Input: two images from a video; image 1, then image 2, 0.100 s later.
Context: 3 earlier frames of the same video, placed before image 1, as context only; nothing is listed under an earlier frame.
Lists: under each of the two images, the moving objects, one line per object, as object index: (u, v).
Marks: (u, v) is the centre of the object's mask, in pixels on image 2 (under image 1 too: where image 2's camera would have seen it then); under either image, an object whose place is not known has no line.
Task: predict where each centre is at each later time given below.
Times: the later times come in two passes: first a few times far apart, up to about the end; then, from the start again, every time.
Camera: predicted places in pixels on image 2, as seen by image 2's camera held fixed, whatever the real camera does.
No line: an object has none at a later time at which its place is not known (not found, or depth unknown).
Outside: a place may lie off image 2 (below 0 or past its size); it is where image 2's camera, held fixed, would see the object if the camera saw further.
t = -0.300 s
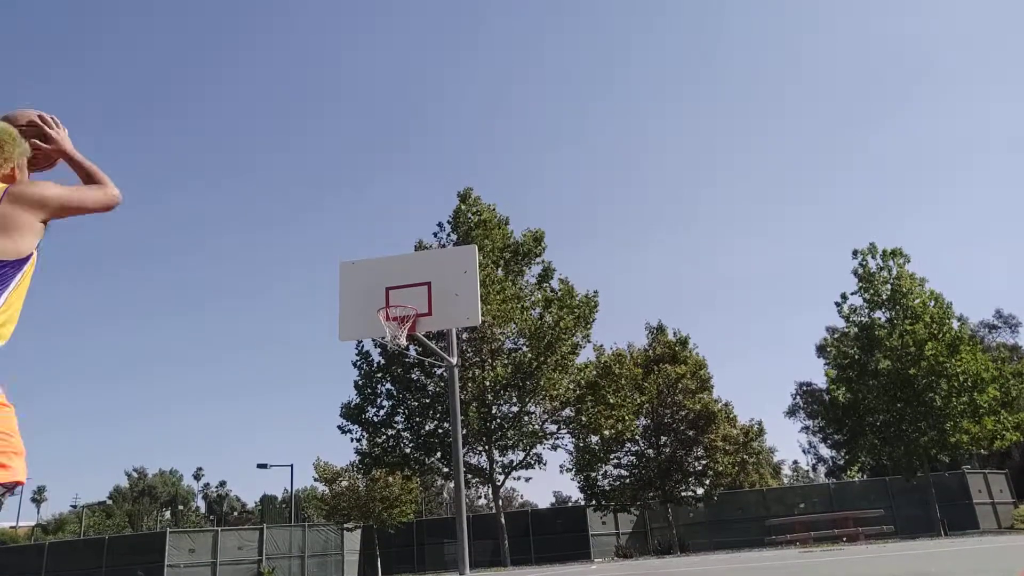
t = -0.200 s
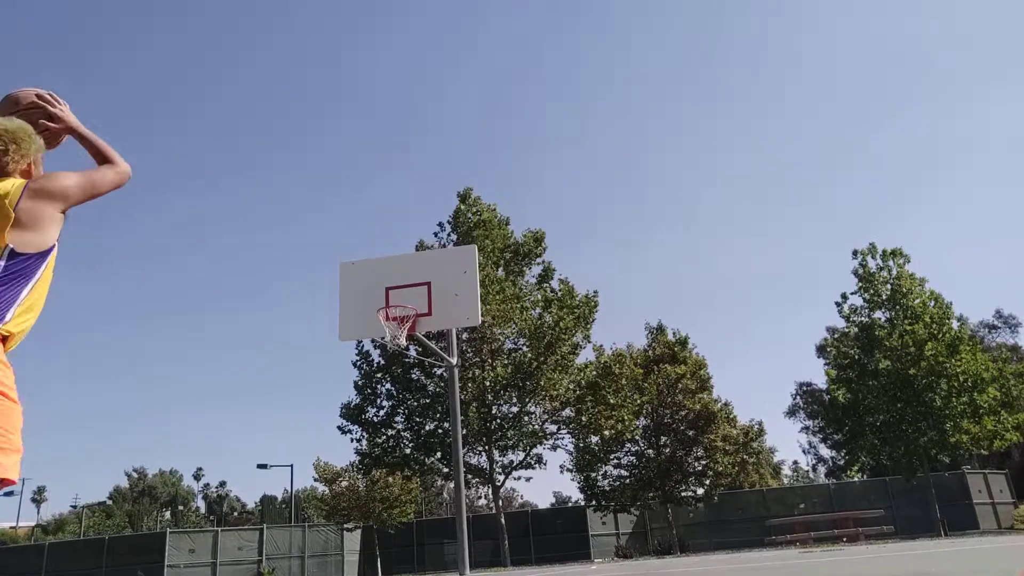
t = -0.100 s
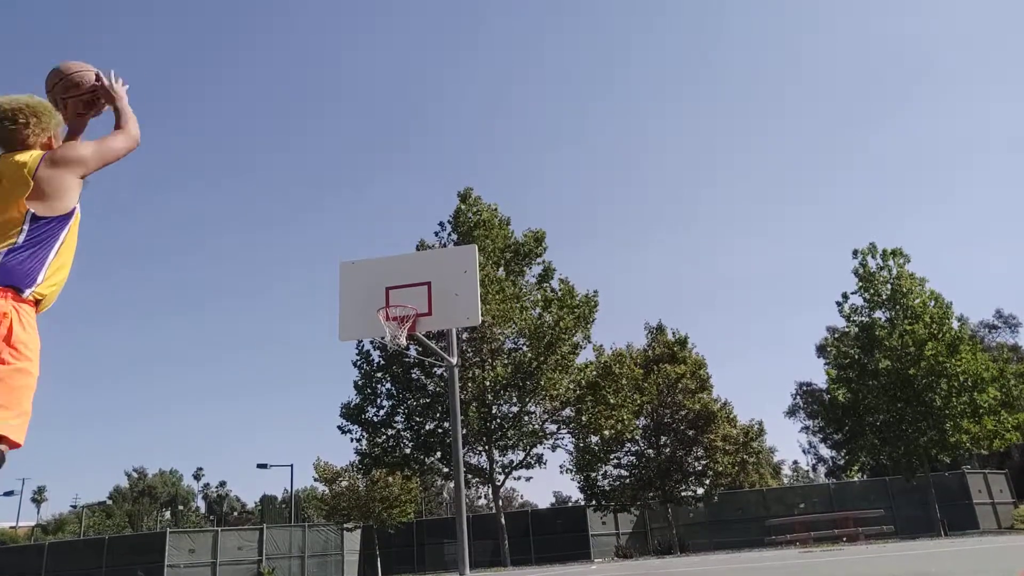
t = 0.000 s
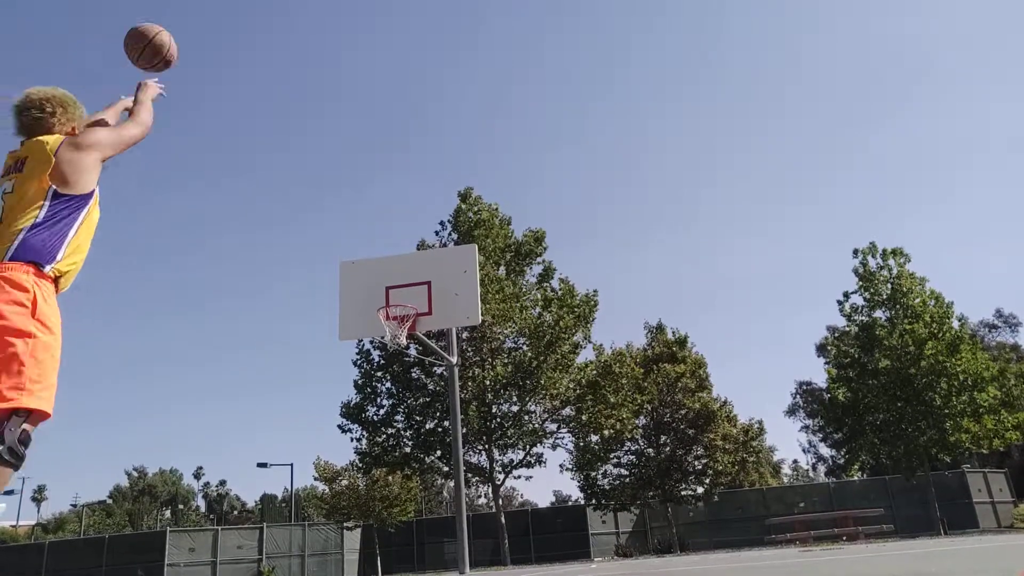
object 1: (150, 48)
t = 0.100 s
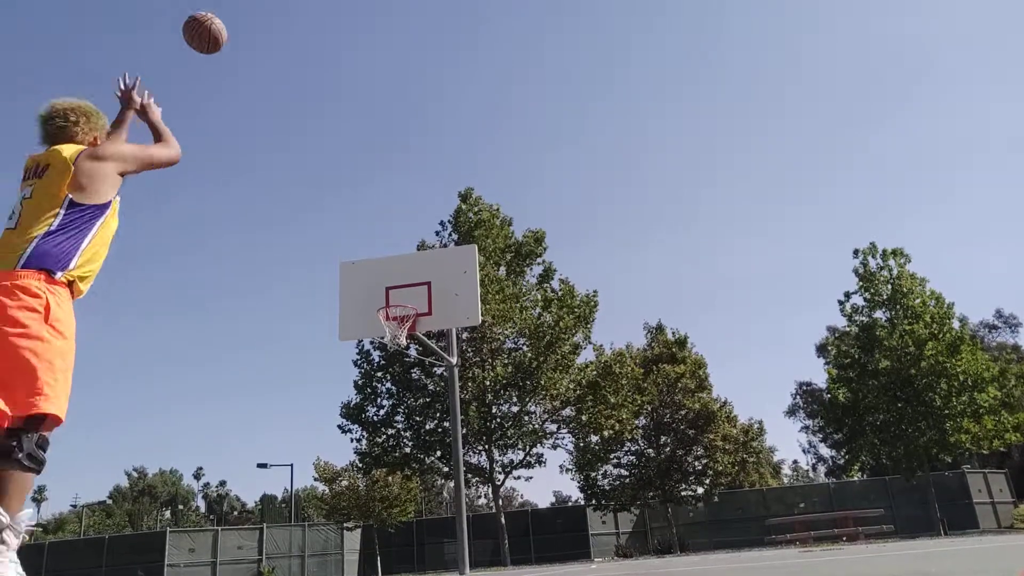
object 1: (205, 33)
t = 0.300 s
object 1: (276, 43)
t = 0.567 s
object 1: (332, 102)
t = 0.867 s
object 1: (372, 210)
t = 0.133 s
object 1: (219, 32)
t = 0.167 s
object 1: (233, 32)
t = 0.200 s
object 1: (245, 33)
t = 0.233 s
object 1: (256, 36)
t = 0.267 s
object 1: (266, 40)
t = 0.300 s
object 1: (276, 43)
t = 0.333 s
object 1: (284, 48)
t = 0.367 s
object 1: (293, 54)
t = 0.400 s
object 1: (301, 60)
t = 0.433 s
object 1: (307, 67)
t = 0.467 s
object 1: (314, 75)
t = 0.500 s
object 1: (321, 84)
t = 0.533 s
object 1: (327, 92)
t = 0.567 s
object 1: (332, 102)
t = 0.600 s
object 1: (337, 112)
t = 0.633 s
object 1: (342, 123)
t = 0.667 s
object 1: (347, 133)
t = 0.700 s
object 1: (351, 145)
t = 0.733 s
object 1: (356, 157)
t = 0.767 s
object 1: (360, 170)
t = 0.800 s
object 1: (364, 183)
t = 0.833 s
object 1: (368, 196)
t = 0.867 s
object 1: (372, 210)
